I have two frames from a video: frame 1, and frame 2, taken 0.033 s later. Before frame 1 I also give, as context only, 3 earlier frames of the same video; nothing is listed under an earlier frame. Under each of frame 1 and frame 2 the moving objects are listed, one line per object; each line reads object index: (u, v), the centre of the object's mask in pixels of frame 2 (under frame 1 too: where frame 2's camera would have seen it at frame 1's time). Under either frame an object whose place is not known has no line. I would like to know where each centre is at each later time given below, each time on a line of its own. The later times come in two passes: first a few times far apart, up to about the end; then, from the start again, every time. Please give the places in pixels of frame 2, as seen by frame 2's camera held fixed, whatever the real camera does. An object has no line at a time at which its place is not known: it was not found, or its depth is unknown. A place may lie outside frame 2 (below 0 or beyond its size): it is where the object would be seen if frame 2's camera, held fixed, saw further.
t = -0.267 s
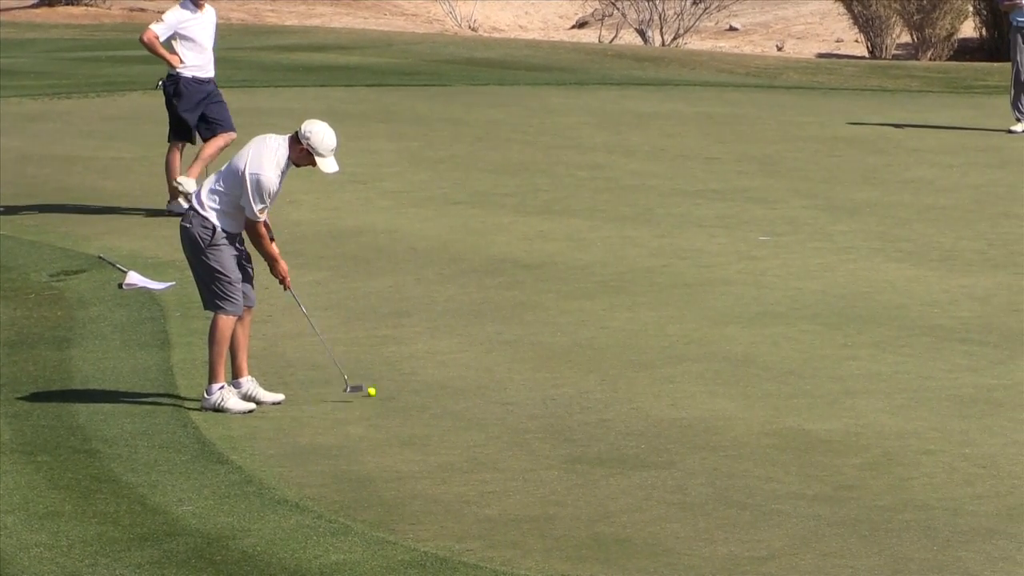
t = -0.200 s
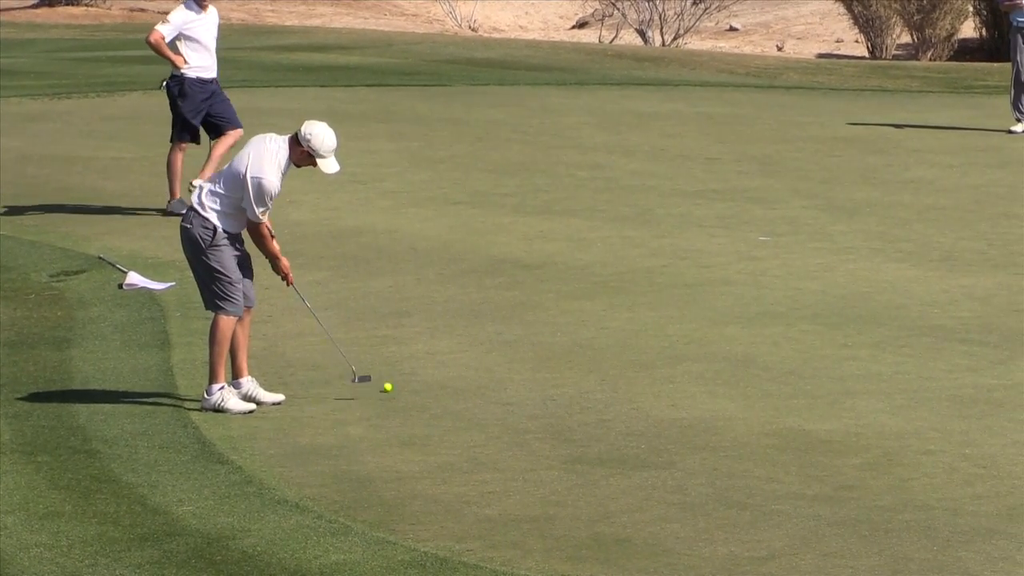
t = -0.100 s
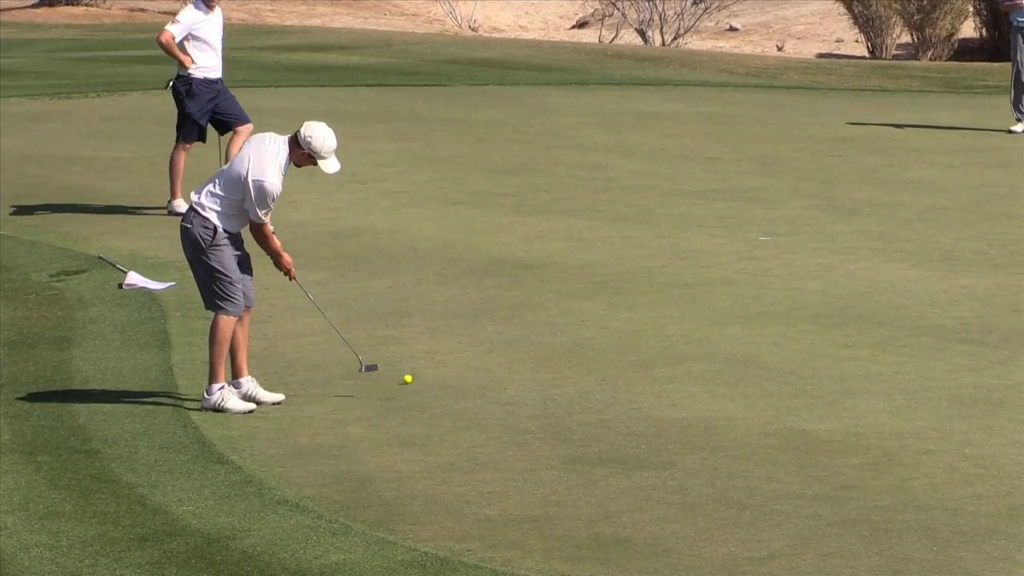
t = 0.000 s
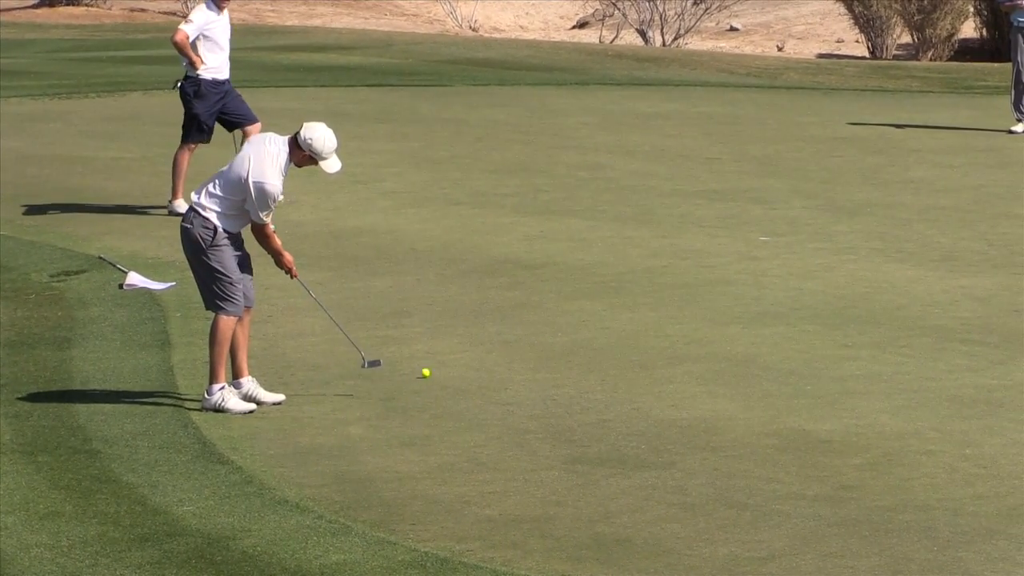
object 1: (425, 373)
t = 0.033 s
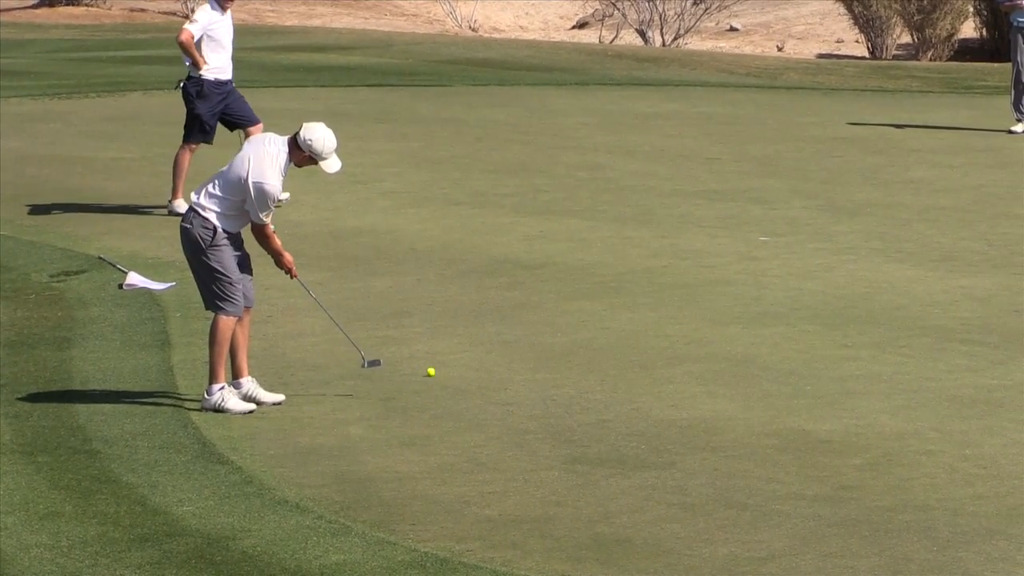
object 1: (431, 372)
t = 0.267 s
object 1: (465, 359)
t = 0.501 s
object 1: (492, 346)
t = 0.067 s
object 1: (436, 370)
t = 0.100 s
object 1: (441, 368)
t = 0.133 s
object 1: (447, 365)
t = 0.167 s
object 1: (451, 364)
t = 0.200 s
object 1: (456, 362)
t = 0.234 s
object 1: (461, 360)
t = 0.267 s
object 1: (465, 359)
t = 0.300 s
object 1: (470, 357)
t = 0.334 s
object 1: (474, 355)
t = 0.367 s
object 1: (477, 353)
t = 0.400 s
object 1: (481, 351)
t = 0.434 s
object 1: (485, 350)
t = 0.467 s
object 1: (489, 348)
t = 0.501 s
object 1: (492, 346)
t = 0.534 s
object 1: (495, 345)
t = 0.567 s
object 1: (498, 343)
